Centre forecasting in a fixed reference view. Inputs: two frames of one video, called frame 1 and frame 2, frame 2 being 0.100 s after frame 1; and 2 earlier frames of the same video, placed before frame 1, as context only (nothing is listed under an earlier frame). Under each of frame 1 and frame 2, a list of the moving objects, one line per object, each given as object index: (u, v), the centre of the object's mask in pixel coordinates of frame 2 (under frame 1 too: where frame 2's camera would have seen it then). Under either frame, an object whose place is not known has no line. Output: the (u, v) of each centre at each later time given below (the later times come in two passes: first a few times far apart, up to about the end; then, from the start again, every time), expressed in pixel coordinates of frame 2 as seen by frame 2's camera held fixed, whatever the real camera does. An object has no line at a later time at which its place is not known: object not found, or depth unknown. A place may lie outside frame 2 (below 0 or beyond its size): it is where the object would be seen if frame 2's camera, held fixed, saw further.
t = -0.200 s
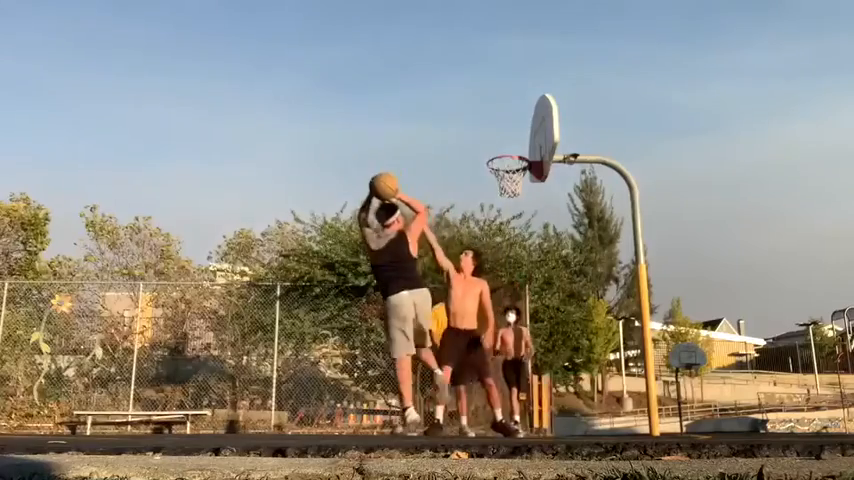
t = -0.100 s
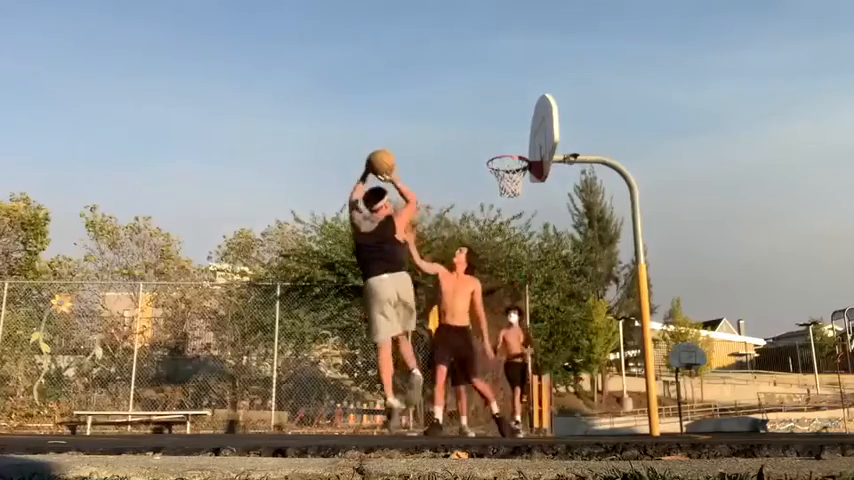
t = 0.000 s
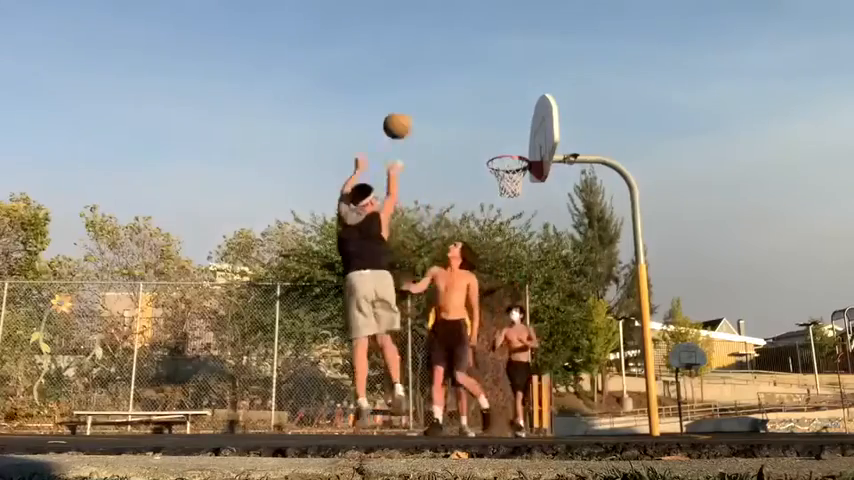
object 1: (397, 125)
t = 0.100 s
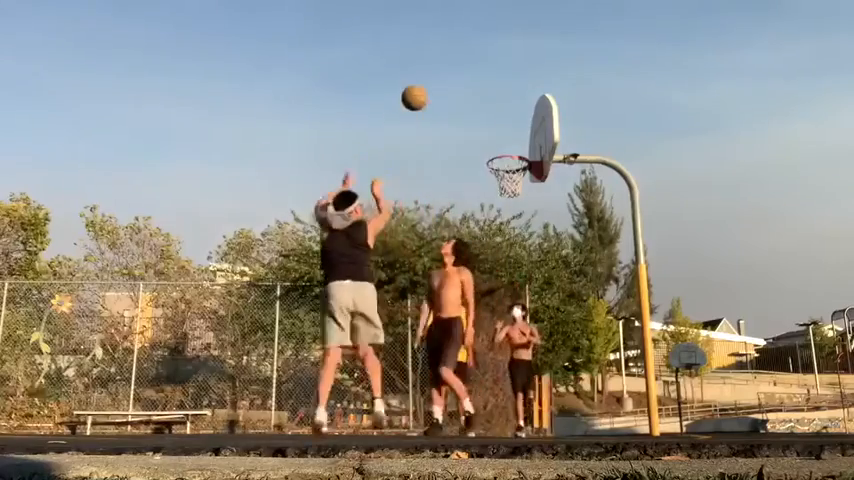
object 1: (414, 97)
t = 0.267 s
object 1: (440, 77)
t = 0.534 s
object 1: (477, 97)
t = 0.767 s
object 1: (506, 157)
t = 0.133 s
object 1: (419, 91)
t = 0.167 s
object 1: (425, 86)
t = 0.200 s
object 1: (430, 82)
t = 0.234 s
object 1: (435, 79)
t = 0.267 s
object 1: (440, 77)
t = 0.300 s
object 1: (445, 76)
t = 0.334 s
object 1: (450, 76)
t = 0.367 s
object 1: (454, 77)
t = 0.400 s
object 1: (460, 79)
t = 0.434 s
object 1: (464, 82)
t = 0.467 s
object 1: (468, 86)
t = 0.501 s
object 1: (473, 91)
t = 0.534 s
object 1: (477, 97)
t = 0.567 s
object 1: (482, 103)
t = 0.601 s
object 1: (486, 110)
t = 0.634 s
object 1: (490, 118)
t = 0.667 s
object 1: (494, 126)
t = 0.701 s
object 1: (498, 136)
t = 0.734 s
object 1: (502, 146)
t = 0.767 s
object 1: (506, 157)
